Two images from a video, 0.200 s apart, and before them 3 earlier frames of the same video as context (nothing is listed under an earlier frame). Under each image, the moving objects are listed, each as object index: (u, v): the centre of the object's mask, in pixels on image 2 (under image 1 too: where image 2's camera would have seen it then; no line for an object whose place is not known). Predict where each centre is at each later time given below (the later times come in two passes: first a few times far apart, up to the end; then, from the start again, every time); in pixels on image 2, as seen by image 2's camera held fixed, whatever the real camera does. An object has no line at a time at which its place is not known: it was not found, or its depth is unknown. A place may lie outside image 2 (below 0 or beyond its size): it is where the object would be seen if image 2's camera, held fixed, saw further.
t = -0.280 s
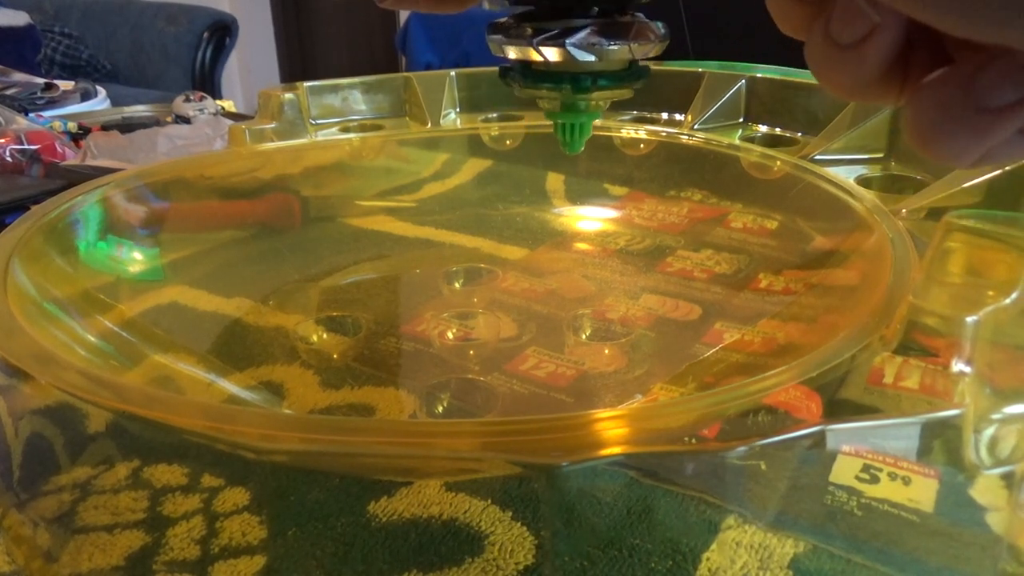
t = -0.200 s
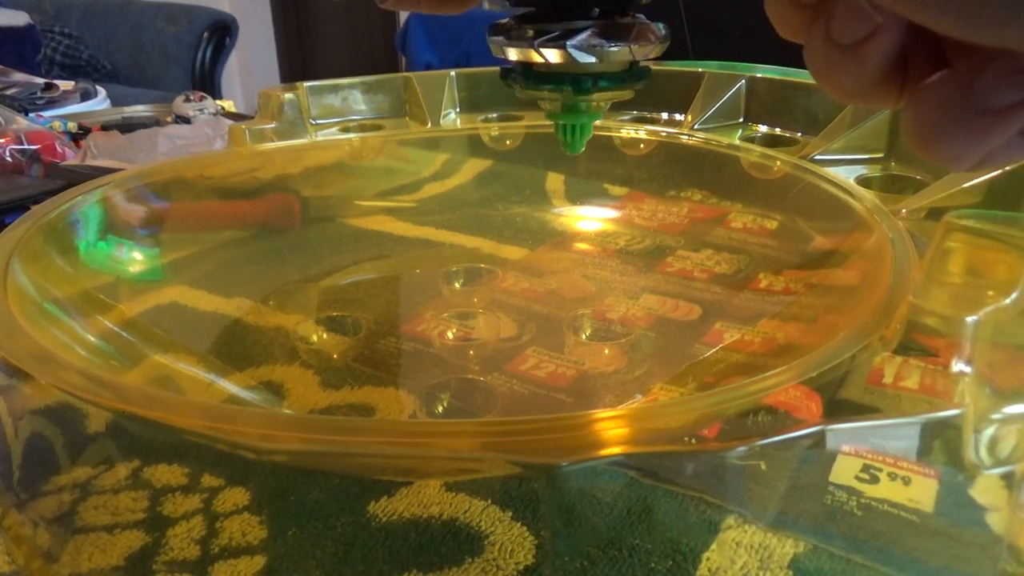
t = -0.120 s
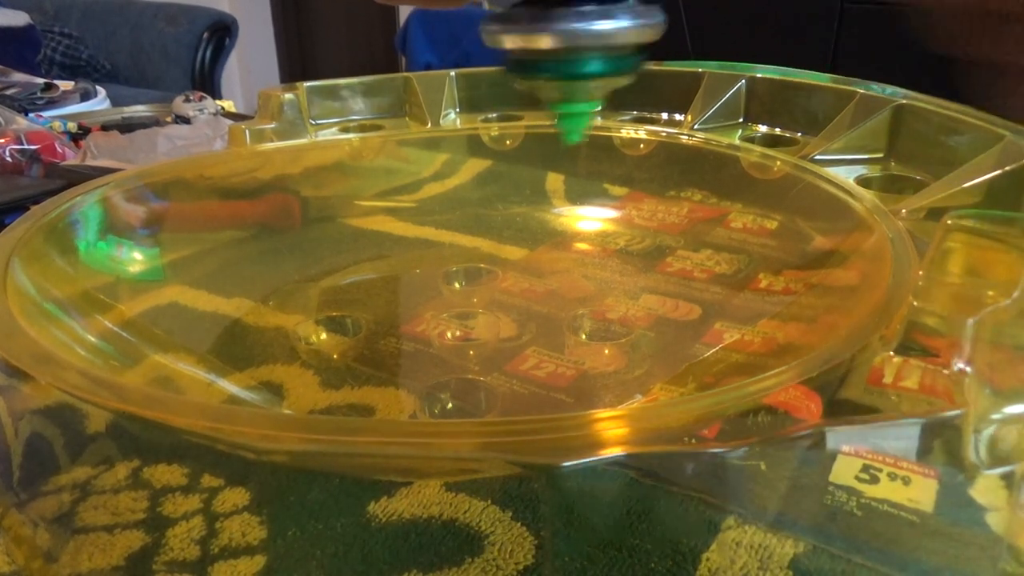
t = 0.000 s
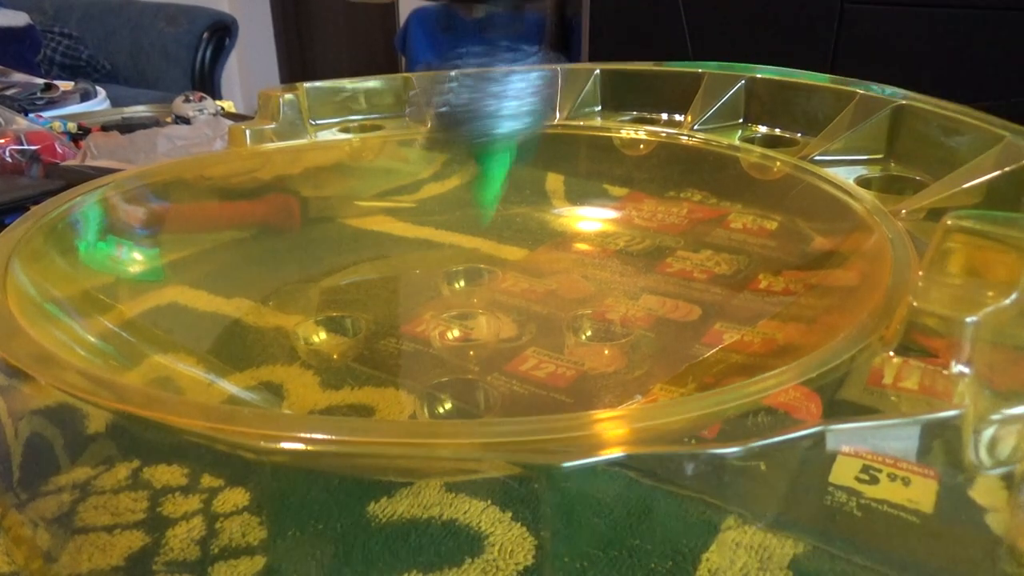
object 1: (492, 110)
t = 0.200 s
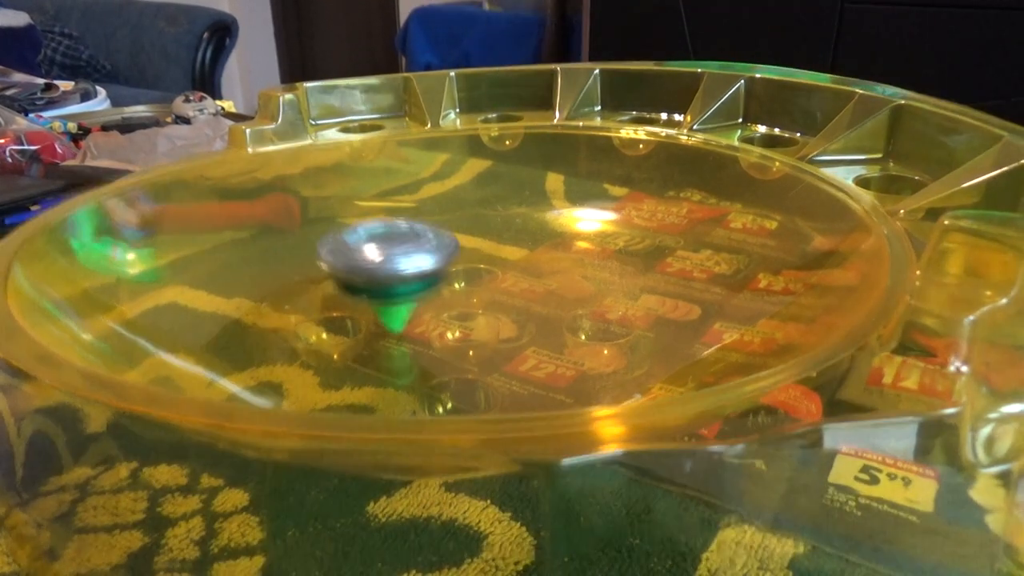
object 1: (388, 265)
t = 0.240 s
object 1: (378, 264)
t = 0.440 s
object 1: (333, 276)
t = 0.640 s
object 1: (326, 285)
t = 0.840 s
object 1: (354, 283)
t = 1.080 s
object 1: (408, 257)
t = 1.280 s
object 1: (423, 223)
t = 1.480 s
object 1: (391, 193)
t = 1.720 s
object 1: (330, 225)
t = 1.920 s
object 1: (400, 230)
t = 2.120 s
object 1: (484, 217)
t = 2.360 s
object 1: (506, 192)
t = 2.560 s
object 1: (404, 204)
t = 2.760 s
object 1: (403, 235)
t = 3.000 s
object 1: (526, 272)
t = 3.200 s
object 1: (647, 257)
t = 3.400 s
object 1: (599, 217)
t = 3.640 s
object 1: (431, 212)
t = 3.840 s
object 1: (301, 247)
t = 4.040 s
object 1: (265, 309)
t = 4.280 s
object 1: (578, 326)
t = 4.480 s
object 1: (628, 236)
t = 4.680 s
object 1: (464, 177)
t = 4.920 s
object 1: (245, 236)
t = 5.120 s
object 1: (395, 345)
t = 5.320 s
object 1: (679, 286)
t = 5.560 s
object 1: (568, 179)
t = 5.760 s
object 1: (320, 195)
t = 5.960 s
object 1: (248, 310)
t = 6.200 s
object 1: (671, 313)
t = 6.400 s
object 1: (635, 202)
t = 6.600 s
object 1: (368, 172)
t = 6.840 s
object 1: (238, 301)
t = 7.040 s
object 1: (599, 336)
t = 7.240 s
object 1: (665, 217)
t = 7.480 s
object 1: (362, 169)
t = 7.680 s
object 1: (210, 289)
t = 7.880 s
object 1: (624, 330)
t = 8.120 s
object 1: (631, 193)
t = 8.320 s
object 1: (374, 171)
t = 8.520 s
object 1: (245, 270)
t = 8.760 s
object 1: (450, 335)
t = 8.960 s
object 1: (648, 289)
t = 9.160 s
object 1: (634, 221)
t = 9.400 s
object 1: (456, 196)
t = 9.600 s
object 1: (336, 219)
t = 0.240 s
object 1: (378, 264)
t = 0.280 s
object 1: (367, 268)
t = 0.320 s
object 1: (357, 269)
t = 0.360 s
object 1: (348, 272)
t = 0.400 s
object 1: (340, 274)
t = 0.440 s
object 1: (333, 276)
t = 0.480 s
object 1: (328, 278)
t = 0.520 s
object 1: (326, 280)
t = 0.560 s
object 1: (324, 282)
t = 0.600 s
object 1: (325, 284)
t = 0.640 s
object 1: (326, 285)
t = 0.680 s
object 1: (330, 285)
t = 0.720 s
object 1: (334, 285)
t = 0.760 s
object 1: (340, 285)
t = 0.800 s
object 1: (346, 284)
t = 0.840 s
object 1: (354, 283)
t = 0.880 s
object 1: (362, 281)
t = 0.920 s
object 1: (371, 277)
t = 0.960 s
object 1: (379, 273)
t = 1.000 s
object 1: (389, 269)
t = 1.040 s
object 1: (399, 263)
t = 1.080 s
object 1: (408, 257)
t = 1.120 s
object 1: (415, 251)
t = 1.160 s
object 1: (420, 244)
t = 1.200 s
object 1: (423, 237)
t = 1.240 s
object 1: (425, 230)
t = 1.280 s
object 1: (423, 223)
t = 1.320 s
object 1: (420, 216)
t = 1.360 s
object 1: (415, 209)
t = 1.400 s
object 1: (409, 203)
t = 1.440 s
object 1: (401, 197)
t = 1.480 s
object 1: (391, 193)
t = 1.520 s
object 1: (378, 193)
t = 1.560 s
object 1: (365, 198)
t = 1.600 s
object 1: (350, 205)
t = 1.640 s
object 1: (337, 214)
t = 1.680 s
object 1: (330, 221)
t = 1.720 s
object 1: (330, 225)
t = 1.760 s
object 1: (337, 228)
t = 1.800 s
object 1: (349, 230)
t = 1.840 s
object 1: (364, 230)
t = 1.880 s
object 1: (381, 231)
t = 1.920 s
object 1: (400, 230)
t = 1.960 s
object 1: (419, 228)
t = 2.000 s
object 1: (437, 226)
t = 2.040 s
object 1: (455, 224)
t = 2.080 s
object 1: (470, 221)
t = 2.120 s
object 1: (484, 217)
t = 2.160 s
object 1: (495, 213)
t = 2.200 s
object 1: (503, 209)
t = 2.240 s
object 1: (508, 205)
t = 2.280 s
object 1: (511, 200)
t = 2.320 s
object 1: (512, 196)
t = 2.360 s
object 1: (506, 192)
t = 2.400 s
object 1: (492, 189)
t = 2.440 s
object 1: (470, 191)
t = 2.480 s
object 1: (445, 194)
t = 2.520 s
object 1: (421, 199)
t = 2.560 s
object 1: (404, 204)
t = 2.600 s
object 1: (394, 210)
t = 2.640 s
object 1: (390, 215)
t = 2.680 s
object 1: (391, 221)
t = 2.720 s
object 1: (395, 228)
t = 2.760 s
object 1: (403, 235)
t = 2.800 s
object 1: (415, 243)
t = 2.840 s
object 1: (431, 250)
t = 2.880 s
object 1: (450, 257)
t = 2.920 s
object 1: (473, 263)
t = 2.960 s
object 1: (499, 268)
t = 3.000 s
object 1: (526, 272)
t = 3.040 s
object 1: (555, 274)
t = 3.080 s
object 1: (584, 273)
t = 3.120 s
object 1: (611, 270)
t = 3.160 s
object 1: (632, 264)
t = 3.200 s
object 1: (647, 257)
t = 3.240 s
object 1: (653, 248)
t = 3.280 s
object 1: (651, 239)
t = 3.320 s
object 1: (640, 230)
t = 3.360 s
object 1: (622, 223)
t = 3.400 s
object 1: (599, 217)
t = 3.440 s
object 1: (573, 212)
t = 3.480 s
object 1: (545, 209)
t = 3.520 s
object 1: (517, 207)
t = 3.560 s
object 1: (489, 207)
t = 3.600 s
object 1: (459, 209)
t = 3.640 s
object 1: (431, 212)
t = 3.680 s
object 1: (402, 217)
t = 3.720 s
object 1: (375, 222)
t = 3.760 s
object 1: (350, 229)
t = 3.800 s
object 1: (325, 238)
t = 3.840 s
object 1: (301, 247)
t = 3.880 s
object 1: (281, 258)
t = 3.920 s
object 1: (266, 269)
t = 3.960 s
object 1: (256, 280)
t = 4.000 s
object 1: (254, 293)
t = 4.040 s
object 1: (265, 309)
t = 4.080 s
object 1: (294, 325)
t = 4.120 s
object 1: (338, 338)
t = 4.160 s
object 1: (396, 344)
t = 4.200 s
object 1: (464, 344)
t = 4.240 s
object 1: (527, 338)
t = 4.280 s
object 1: (578, 326)
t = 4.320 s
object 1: (617, 309)
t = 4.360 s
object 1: (639, 291)
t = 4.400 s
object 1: (645, 271)
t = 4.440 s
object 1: (642, 254)
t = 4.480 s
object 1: (628, 236)
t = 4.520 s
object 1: (604, 220)
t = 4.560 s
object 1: (576, 206)
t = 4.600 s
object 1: (544, 194)
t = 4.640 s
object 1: (506, 185)
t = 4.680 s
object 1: (464, 177)
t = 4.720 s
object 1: (419, 172)
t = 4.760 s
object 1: (376, 173)
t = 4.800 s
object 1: (330, 181)
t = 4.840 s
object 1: (292, 195)
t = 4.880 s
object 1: (264, 214)
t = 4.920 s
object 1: (245, 236)
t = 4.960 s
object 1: (238, 266)
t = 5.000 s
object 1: (249, 293)
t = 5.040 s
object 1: (281, 318)
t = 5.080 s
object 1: (331, 336)
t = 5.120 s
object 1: (395, 345)
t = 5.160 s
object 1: (468, 344)
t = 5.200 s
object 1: (541, 338)
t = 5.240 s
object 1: (604, 327)
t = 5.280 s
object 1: (649, 307)
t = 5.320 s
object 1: (679, 286)
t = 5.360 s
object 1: (690, 263)
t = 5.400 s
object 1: (686, 239)
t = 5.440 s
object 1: (669, 219)
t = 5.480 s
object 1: (644, 202)
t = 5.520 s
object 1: (608, 187)
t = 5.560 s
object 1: (568, 179)
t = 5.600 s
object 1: (520, 176)
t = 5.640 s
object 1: (472, 174)
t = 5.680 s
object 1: (422, 177)
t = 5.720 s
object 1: (369, 184)
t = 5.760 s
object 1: (320, 195)
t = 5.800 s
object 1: (276, 209)
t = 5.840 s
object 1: (244, 227)
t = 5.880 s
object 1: (226, 252)
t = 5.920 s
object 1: (226, 281)
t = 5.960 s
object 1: (248, 310)
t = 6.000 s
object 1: (298, 333)
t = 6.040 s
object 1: (365, 345)
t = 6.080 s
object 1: (448, 351)
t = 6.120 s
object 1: (536, 347)
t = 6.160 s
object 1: (618, 329)
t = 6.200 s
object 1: (671, 313)
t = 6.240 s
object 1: (701, 288)
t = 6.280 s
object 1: (709, 264)
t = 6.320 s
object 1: (699, 242)
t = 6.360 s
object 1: (674, 219)
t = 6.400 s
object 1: (635, 202)
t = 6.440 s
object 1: (590, 187)
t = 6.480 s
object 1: (537, 178)
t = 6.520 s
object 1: (482, 171)
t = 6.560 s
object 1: (424, 169)
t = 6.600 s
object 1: (368, 172)
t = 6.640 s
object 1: (319, 181)
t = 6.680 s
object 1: (278, 196)
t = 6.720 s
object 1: (245, 216)
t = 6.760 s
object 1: (227, 240)
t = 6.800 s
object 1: (224, 269)
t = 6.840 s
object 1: (238, 301)
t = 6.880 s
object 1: (275, 326)
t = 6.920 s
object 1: (338, 344)
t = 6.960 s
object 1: (424, 353)
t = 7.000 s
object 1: (510, 349)
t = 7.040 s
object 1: (599, 336)
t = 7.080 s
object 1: (659, 319)
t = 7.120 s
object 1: (694, 292)
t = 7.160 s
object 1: (704, 265)
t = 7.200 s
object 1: (692, 239)
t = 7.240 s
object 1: (665, 217)
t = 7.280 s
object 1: (626, 198)
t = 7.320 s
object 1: (578, 185)
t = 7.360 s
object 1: (524, 176)
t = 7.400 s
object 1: (472, 171)
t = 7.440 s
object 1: (416, 166)
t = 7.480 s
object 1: (362, 169)
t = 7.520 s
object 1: (309, 179)
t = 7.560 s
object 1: (261, 195)
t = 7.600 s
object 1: (225, 220)
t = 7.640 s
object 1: (207, 251)
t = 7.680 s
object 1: (210, 289)
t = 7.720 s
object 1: (248, 321)
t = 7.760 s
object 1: (322, 344)
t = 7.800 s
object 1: (421, 350)
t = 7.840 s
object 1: (531, 347)
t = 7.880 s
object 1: (624, 330)
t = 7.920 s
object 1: (687, 312)
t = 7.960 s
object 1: (720, 283)
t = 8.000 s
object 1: (724, 256)
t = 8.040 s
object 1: (707, 232)
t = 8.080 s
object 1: (676, 211)
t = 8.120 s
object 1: (631, 193)
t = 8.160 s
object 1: (584, 179)
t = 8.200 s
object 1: (532, 171)
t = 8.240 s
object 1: (480, 165)
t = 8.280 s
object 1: (424, 167)
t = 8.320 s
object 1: (374, 171)
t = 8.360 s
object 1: (327, 184)
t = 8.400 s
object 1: (288, 199)
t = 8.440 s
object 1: (258, 220)
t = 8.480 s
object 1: (244, 244)
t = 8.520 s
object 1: (245, 270)
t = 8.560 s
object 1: (257, 290)
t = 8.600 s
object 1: (280, 307)
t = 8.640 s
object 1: (313, 319)
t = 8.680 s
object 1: (352, 328)
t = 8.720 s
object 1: (396, 333)
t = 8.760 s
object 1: (450, 335)
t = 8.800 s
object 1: (502, 333)
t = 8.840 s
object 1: (551, 328)
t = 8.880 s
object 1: (596, 318)
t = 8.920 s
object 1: (630, 305)
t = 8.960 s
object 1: (648, 289)
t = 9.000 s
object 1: (659, 273)
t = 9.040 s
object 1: (661, 259)
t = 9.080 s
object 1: (659, 245)
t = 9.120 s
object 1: (651, 232)
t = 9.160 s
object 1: (634, 221)
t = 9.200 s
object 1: (611, 212)
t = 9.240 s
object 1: (583, 206)
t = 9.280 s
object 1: (549, 200)
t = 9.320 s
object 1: (516, 197)
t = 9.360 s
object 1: (485, 195)
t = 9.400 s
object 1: (456, 196)
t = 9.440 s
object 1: (428, 198)
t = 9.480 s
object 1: (400, 202)
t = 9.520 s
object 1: (375, 208)
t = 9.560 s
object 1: (353, 213)
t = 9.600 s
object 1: (336, 219)
